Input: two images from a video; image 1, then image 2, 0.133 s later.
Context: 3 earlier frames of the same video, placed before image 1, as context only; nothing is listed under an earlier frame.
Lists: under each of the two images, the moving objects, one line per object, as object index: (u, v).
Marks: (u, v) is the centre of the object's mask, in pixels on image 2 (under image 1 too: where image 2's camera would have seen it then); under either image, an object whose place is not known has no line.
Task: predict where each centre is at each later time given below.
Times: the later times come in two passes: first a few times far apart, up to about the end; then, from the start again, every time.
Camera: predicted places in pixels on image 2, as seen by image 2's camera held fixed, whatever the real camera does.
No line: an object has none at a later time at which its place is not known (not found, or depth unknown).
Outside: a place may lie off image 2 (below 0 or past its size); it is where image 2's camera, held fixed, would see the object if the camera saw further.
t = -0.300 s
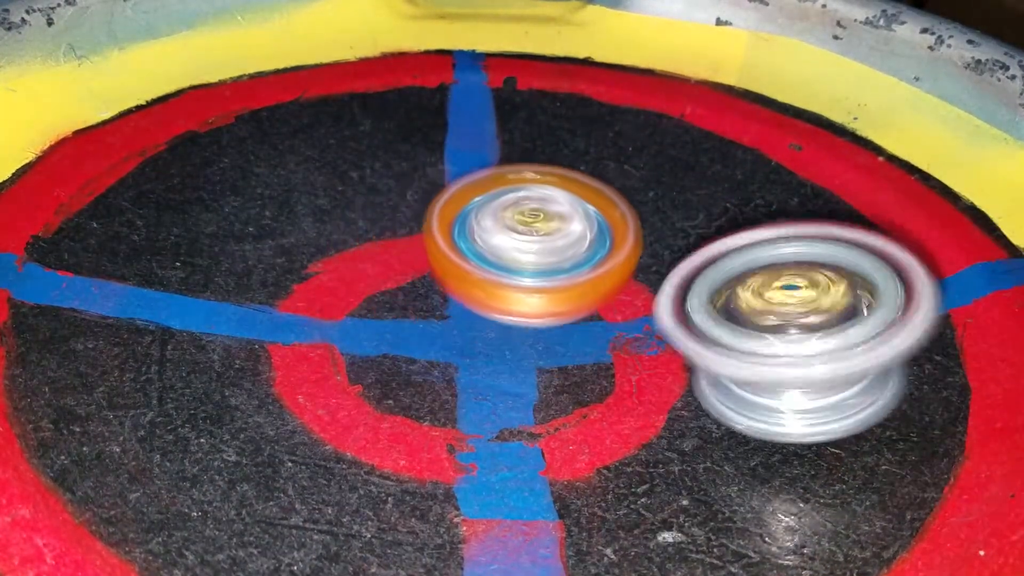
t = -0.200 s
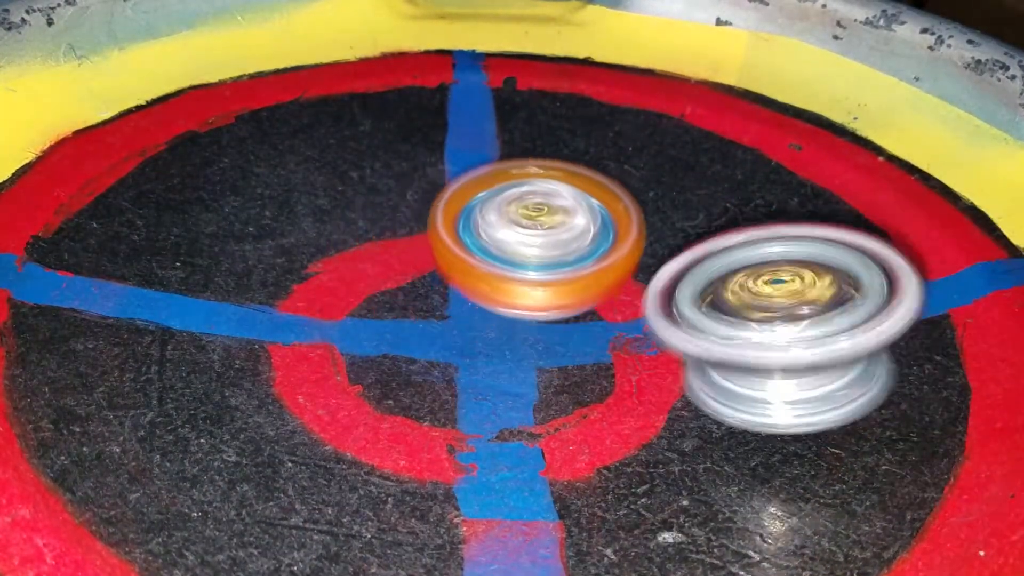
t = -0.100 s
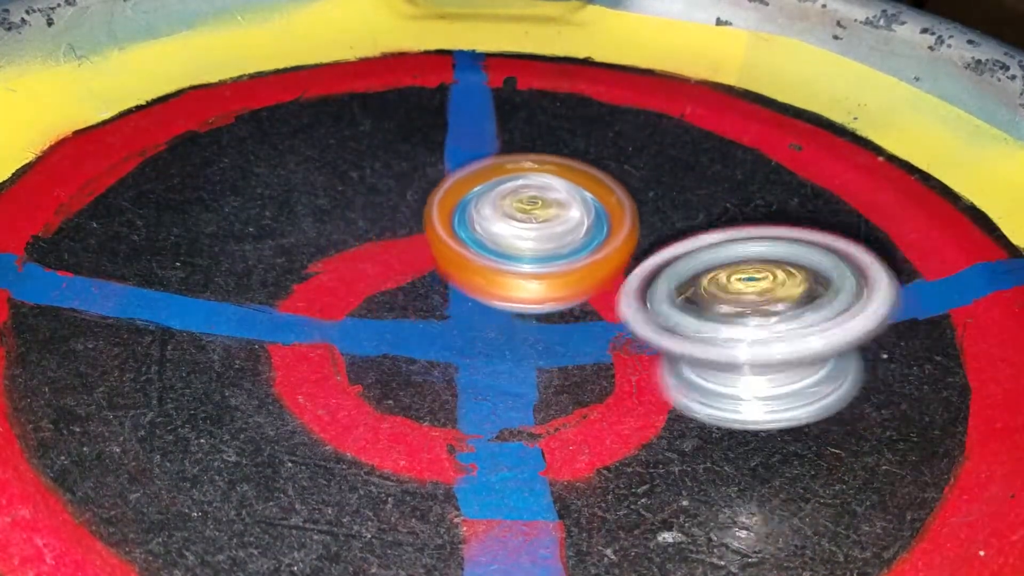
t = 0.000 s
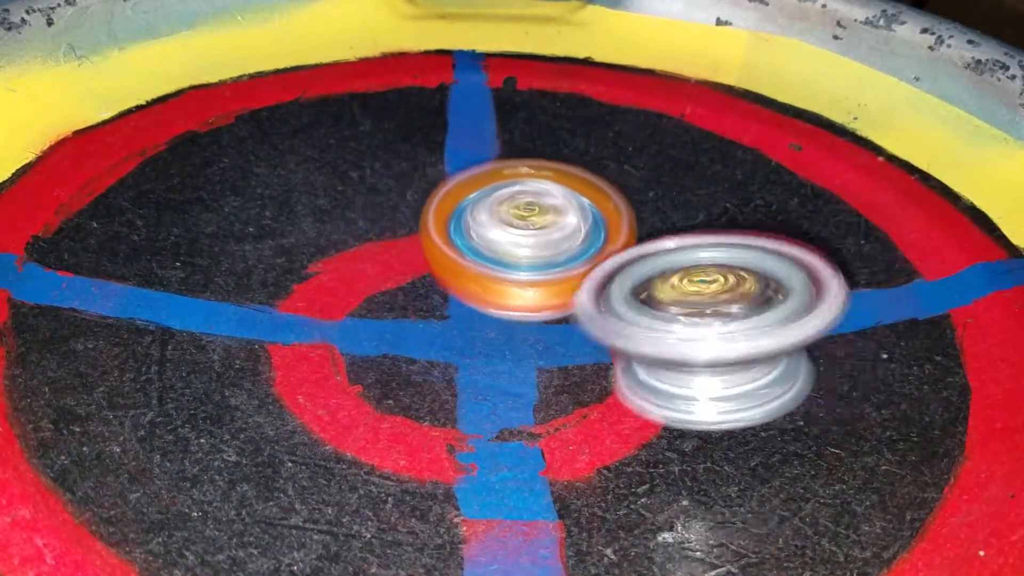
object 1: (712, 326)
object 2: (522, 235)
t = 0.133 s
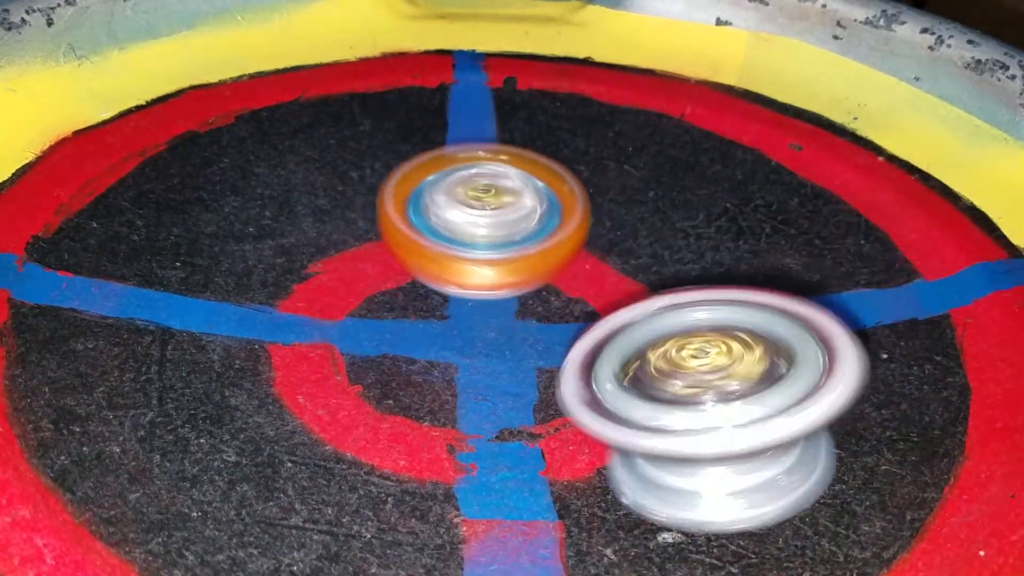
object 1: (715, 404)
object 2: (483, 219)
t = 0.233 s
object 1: (699, 426)
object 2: (473, 232)
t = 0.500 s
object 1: (681, 421)
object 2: (513, 279)
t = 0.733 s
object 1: (525, 420)
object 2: (588, 272)
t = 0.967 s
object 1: (423, 370)
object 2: (622, 272)
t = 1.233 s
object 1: (394, 336)
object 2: (624, 281)
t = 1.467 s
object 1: (377, 275)
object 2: (673, 281)
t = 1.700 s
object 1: (395, 223)
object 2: (646, 261)
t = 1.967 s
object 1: (440, 187)
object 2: (644, 262)
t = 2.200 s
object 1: (489, 153)
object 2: (646, 270)
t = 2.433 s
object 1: (522, 105)
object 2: (640, 281)
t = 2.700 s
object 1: (542, 95)
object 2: (556, 280)
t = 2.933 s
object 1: (616, 162)
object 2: (478, 305)
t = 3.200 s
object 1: (713, 245)
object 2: (452, 323)
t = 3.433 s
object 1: (733, 311)
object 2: (437, 331)
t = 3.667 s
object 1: (695, 381)
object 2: (423, 323)
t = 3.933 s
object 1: (615, 409)
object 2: (413, 292)
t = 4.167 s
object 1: (525, 405)
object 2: (433, 252)
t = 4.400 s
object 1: (444, 418)
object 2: (465, 231)
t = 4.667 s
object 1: (407, 346)
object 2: (494, 202)
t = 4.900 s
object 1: (389, 277)
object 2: (545, 191)
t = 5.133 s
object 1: (396, 239)
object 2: (602, 193)
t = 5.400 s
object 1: (400, 213)
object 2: (656, 190)
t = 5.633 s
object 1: (499, 244)
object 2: (684, 196)
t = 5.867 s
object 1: (495, 285)
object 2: (678, 230)
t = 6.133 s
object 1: (387, 293)
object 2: (646, 281)
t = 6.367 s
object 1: (359, 268)
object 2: (594, 323)
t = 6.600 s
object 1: (288, 180)
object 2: (525, 361)
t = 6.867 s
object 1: (407, 152)
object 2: (410, 377)
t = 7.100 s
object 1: (606, 168)
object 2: (354, 363)
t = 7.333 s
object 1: (782, 215)
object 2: (318, 328)
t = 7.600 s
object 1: (811, 310)
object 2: (317, 280)
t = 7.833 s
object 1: (616, 389)
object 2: (361, 249)
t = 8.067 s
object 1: (349, 350)
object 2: (423, 218)
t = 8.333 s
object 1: (277, 227)
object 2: (511, 213)
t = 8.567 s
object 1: (377, 162)
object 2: (598, 215)
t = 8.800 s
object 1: (495, 147)
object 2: (707, 222)
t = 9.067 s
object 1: (585, 200)
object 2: (819, 247)
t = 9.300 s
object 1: (576, 269)
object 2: (856, 279)
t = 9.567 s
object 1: (493, 295)
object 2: (817, 338)
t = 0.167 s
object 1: (713, 415)
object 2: (477, 221)
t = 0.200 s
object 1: (705, 423)
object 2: (474, 226)
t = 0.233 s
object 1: (699, 426)
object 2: (473, 232)
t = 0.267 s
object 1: (692, 428)
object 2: (474, 240)
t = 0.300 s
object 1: (693, 429)
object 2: (475, 249)
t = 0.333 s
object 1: (689, 430)
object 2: (479, 258)
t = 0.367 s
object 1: (689, 427)
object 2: (484, 265)
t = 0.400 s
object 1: (694, 424)
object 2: (491, 272)
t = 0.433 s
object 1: (693, 423)
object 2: (499, 276)
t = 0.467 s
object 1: (686, 422)
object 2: (506, 278)
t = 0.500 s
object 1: (681, 421)
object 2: (513, 279)
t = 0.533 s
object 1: (668, 421)
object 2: (519, 277)
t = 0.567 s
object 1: (646, 420)
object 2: (528, 273)
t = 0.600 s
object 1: (622, 420)
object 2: (539, 269)
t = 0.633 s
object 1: (595, 424)
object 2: (552, 267)
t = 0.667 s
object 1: (568, 424)
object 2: (564, 267)
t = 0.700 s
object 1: (545, 423)
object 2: (572, 268)
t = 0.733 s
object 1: (525, 420)
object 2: (588, 272)
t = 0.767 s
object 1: (509, 414)
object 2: (605, 274)
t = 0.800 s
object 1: (486, 409)
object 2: (614, 275)
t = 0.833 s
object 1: (463, 400)
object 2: (622, 276)
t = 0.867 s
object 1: (448, 392)
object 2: (628, 276)
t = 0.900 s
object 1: (438, 384)
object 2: (628, 275)
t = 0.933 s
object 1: (430, 376)
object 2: (624, 272)
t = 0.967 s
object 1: (423, 370)
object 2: (622, 272)
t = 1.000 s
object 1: (415, 366)
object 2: (619, 272)
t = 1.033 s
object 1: (412, 364)
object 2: (613, 275)
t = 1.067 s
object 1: (406, 363)
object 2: (611, 276)
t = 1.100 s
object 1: (401, 358)
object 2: (611, 275)
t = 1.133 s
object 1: (396, 355)
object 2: (614, 274)
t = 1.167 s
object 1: (391, 350)
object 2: (620, 274)
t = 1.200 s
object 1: (389, 343)
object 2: (623, 276)
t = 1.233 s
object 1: (394, 336)
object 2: (624, 281)
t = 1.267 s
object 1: (395, 325)
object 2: (626, 286)
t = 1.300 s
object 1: (383, 316)
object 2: (640, 291)
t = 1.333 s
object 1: (378, 306)
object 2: (654, 291)
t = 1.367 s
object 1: (372, 295)
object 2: (663, 290)
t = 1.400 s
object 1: (369, 286)
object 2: (668, 288)
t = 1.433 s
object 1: (373, 281)
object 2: (672, 285)
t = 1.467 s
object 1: (377, 275)
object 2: (673, 281)
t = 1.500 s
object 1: (382, 271)
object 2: (671, 275)
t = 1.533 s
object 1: (386, 266)
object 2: (667, 271)
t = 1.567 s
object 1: (385, 258)
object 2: (661, 266)
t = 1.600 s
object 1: (386, 247)
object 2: (656, 264)
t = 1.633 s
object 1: (389, 238)
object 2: (653, 263)
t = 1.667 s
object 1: (392, 230)
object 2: (650, 262)
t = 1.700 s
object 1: (395, 223)
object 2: (646, 261)
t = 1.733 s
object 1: (400, 220)
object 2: (642, 260)
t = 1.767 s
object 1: (404, 219)
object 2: (638, 259)
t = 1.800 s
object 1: (407, 215)
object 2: (638, 259)
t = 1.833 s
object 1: (408, 209)
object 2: (643, 260)
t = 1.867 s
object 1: (411, 202)
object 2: (645, 260)
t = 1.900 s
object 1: (417, 195)
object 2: (645, 260)
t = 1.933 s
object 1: (427, 190)
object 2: (644, 260)
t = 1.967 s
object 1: (440, 187)
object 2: (644, 262)
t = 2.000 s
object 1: (447, 180)
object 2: (646, 264)
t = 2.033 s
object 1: (453, 171)
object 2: (646, 266)
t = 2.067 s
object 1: (460, 165)
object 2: (642, 266)
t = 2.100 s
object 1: (467, 160)
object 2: (642, 268)
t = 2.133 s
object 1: (476, 158)
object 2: (640, 268)
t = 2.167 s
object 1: (484, 156)
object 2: (645, 268)
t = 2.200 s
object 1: (489, 153)
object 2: (646, 270)
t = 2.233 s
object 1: (496, 151)
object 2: (644, 269)
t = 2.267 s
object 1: (503, 150)
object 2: (640, 268)
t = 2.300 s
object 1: (512, 144)
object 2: (638, 265)
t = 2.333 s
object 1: (516, 132)
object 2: (637, 267)
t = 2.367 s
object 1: (517, 121)
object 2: (644, 271)
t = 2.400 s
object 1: (519, 113)
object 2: (645, 277)
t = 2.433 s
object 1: (522, 105)
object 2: (640, 281)
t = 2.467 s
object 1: (524, 99)
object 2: (630, 283)
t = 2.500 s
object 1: (527, 94)
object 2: (626, 284)
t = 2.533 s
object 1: (531, 90)
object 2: (621, 282)
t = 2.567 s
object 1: (534, 87)
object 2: (610, 279)
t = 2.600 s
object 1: (539, 86)
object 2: (598, 278)
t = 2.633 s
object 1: (540, 87)
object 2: (584, 278)
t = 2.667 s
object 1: (539, 91)
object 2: (568, 279)
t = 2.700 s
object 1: (542, 95)
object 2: (556, 280)
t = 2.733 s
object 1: (548, 99)
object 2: (543, 281)
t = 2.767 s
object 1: (555, 108)
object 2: (528, 283)
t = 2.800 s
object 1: (566, 117)
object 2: (514, 287)
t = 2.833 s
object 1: (577, 127)
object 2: (503, 291)
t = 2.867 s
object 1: (590, 138)
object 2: (495, 296)
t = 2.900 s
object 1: (603, 150)
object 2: (485, 301)
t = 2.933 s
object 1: (616, 162)
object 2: (478, 305)
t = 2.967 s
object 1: (630, 174)
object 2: (471, 308)
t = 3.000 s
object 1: (644, 184)
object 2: (460, 312)
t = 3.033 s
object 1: (659, 196)
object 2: (454, 313)
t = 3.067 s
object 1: (672, 206)
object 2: (452, 316)
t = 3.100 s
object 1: (683, 216)
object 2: (452, 319)
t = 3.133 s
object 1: (693, 228)
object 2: (454, 321)
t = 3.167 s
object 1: (703, 237)
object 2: (453, 322)
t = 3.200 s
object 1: (713, 245)
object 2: (452, 323)
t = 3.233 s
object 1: (724, 253)
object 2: (452, 324)
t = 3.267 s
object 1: (730, 261)
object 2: (451, 326)
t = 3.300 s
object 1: (734, 270)
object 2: (449, 327)
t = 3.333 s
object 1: (737, 279)
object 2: (447, 328)
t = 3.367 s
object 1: (738, 290)
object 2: (443, 329)
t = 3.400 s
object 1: (736, 301)
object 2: (440, 329)
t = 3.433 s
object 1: (733, 311)
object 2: (437, 331)
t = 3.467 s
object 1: (730, 321)
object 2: (433, 331)
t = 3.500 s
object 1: (727, 331)
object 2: (432, 331)
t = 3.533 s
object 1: (720, 342)
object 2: (433, 331)
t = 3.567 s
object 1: (709, 351)
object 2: (433, 330)
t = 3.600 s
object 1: (705, 362)
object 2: (429, 328)
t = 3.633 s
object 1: (703, 372)
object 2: (425, 325)
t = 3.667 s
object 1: (695, 381)
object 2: (423, 323)
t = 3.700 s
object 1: (686, 386)
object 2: (421, 323)
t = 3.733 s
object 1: (679, 390)
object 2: (423, 320)
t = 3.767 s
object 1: (670, 393)
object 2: (423, 316)
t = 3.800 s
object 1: (662, 398)
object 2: (421, 312)
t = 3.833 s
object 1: (651, 403)
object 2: (420, 310)
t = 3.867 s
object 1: (641, 407)
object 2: (421, 304)
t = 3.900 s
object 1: (629, 410)
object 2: (417, 299)
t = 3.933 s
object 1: (615, 409)
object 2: (413, 292)
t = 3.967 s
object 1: (601, 408)
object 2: (413, 285)
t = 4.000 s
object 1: (587, 406)
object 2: (413, 280)
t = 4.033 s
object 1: (572, 403)
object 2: (414, 275)
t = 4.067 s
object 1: (558, 399)
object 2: (417, 270)
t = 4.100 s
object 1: (546, 396)
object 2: (422, 264)
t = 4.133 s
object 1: (534, 393)
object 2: (425, 257)
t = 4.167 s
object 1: (525, 405)
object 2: (433, 252)
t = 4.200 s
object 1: (510, 416)
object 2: (440, 248)
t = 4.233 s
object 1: (498, 425)
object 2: (446, 245)
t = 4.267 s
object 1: (487, 430)
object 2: (454, 244)
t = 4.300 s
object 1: (476, 428)
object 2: (458, 242)
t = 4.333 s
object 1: (467, 426)
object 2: (461, 239)
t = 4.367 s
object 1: (455, 422)
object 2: (463, 235)
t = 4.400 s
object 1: (444, 418)
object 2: (465, 231)
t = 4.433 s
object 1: (435, 413)
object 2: (465, 226)
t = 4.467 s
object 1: (426, 406)
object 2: (467, 222)
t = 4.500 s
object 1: (420, 398)
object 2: (470, 218)
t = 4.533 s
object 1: (414, 389)
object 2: (474, 214)
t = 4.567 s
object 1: (414, 379)
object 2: (478, 209)
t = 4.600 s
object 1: (410, 368)
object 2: (482, 207)
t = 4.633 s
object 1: (406, 358)
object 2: (489, 205)
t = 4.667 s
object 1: (407, 346)
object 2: (494, 202)
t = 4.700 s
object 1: (408, 333)
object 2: (501, 199)
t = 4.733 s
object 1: (410, 319)
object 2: (507, 196)
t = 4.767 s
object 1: (412, 306)
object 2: (514, 193)
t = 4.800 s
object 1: (412, 294)
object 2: (522, 190)
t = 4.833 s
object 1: (402, 288)
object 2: (531, 190)
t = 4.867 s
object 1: (394, 282)
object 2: (538, 190)
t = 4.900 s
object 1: (389, 277)
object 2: (545, 191)
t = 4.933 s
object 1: (393, 274)
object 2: (553, 191)
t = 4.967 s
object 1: (398, 269)
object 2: (562, 192)
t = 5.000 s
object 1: (401, 264)
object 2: (570, 192)
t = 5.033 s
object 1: (403, 258)
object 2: (578, 193)
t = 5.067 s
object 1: (403, 251)
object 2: (587, 194)
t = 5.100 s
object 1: (398, 244)
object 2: (595, 194)
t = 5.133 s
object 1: (396, 239)
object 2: (602, 193)
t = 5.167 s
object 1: (397, 233)
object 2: (609, 193)
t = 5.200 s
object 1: (399, 228)
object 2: (616, 192)
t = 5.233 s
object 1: (400, 223)
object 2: (625, 190)
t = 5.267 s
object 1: (400, 218)
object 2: (633, 189)
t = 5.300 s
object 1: (401, 214)
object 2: (639, 189)
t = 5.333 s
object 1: (400, 211)
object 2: (645, 189)
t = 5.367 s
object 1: (400, 211)
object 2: (652, 189)
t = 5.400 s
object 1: (400, 213)
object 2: (656, 190)
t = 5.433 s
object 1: (405, 216)
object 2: (662, 190)
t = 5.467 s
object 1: (414, 222)
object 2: (666, 190)
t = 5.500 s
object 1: (428, 226)
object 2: (671, 191)
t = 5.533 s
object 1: (446, 231)
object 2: (673, 193)
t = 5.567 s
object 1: (466, 236)
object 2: (676, 194)
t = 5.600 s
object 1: (485, 242)
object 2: (680, 195)
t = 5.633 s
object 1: (499, 244)
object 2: (684, 196)
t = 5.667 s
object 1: (499, 249)
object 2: (690, 199)
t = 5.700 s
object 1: (493, 258)
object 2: (691, 203)
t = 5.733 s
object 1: (490, 263)
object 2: (691, 207)
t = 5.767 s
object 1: (488, 269)
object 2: (687, 212)
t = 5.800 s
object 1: (488, 275)
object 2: (683, 217)
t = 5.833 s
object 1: (493, 279)
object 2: (680, 224)
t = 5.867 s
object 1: (495, 285)
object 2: (678, 230)
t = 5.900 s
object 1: (494, 289)
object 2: (677, 237)
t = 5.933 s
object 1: (489, 292)
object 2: (677, 246)
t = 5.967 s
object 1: (475, 290)
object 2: (674, 256)
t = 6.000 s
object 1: (442, 294)
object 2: (672, 263)
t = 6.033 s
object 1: (420, 294)
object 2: (671, 268)
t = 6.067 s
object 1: (402, 295)
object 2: (665, 272)
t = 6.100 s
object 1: (392, 294)
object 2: (655, 276)
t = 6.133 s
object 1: (387, 293)
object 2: (646, 281)
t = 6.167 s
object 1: (385, 291)
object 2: (635, 288)
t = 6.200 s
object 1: (383, 290)
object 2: (632, 294)
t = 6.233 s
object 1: (377, 287)
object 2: (628, 299)
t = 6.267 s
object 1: (370, 284)
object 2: (620, 303)
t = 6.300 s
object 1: (364, 279)
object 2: (611, 308)
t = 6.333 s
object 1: (362, 273)
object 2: (601, 315)
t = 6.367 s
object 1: (359, 268)
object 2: (594, 323)
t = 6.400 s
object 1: (349, 256)
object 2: (592, 333)
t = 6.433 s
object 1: (332, 238)
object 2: (590, 341)
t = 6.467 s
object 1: (313, 223)
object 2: (582, 348)
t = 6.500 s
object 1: (294, 204)
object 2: (571, 353)
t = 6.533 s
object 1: (285, 192)
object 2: (556, 358)
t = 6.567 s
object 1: (285, 185)
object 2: (541, 358)
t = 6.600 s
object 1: (288, 180)
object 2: (525, 361)
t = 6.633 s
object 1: (295, 175)
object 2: (503, 364)
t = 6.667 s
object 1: (306, 168)
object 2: (485, 367)
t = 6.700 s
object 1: (317, 159)
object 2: (474, 368)
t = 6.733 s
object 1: (333, 156)
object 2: (461, 371)
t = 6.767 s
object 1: (349, 156)
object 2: (448, 373)
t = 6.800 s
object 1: (366, 156)
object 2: (436, 375)
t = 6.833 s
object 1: (387, 152)
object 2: (424, 377)
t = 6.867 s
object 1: (407, 152)
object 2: (410, 377)
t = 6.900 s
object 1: (429, 154)
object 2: (402, 377)
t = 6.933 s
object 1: (456, 154)
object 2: (397, 377)
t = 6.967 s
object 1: (484, 156)
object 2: (387, 376)
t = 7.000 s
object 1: (509, 156)
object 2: (379, 374)
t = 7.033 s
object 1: (539, 162)
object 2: (371, 371)
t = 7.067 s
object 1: (574, 166)
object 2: (362, 368)
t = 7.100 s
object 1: (606, 168)
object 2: (354, 363)
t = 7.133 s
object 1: (637, 171)
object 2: (347, 358)
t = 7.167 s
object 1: (668, 176)
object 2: (340, 353)
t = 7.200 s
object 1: (696, 181)
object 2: (332, 348)
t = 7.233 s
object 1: (717, 186)
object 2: (330, 344)
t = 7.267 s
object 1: (740, 195)
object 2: (327, 339)
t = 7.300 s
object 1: (760, 205)
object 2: (323, 334)
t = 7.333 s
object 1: (782, 215)
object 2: (318, 328)
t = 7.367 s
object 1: (809, 225)
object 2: (315, 322)
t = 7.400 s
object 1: (822, 236)
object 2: (311, 318)
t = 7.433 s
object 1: (830, 247)
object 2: (307, 313)
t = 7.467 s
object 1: (837, 258)
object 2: (307, 306)
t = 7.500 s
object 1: (837, 267)
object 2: (308, 300)
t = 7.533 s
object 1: (831, 282)
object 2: (310, 293)
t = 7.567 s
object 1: (823, 296)
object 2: (312, 287)
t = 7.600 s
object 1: (811, 310)
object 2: (317, 280)
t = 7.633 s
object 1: (796, 326)
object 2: (323, 274)
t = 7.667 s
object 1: (777, 342)
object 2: (330, 269)
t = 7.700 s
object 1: (751, 357)
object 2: (334, 264)
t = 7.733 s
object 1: (720, 369)
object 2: (341, 259)
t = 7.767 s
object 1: (688, 377)
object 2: (346, 255)
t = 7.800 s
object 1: (652, 384)
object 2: (353, 253)
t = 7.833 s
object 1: (616, 389)
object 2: (361, 249)
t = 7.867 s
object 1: (574, 391)
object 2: (372, 245)
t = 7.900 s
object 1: (532, 393)
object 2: (381, 240)
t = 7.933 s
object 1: (486, 391)
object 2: (388, 234)
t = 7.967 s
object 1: (450, 384)
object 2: (395, 226)
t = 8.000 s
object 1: (416, 377)
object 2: (405, 222)
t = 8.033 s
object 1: (380, 363)
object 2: (414, 218)
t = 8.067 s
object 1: (349, 350)
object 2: (423, 218)
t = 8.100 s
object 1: (328, 338)
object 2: (433, 218)
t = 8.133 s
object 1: (305, 321)
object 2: (446, 217)
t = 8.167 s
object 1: (286, 302)
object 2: (458, 218)
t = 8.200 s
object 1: (277, 290)
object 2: (466, 219)
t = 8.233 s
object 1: (268, 273)
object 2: (477, 216)
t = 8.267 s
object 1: (269, 256)
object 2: (487, 215)
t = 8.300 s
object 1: (273, 245)
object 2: (499, 214)
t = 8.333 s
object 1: (277, 227)
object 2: (511, 213)
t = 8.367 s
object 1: (289, 214)
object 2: (520, 211)
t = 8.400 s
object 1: (302, 205)
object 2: (530, 210)
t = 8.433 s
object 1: (316, 190)
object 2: (538, 211)
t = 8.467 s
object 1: (328, 180)
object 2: (556, 214)
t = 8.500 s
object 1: (339, 171)
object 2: (570, 215)
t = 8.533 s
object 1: (356, 165)
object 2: (586, 215)
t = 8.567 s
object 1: (377, 162)
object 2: (598, 215)
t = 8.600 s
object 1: (398, 156)
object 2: (613, 215)
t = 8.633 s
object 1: (420, 151)
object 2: (626, 214)
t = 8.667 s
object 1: (442, 148)
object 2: (646, 215)
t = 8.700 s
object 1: (451, 141)
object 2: (668, 217)
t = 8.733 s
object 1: (467, 142)
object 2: (683, 219)
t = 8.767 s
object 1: (481, 143)
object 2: (696, 221)
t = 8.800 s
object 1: (495, 147)
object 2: (707, 222)
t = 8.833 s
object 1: (514, 155)
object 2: (720, 223)
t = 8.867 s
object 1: (535, 161)
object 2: (732, 225)
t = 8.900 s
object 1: (545, 164)
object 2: (752, 230)
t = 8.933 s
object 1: (556, 168)
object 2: (767, 234)
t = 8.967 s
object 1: (566, 176)
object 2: (779, 237)
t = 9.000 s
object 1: (575, 184)
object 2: (793, 240)
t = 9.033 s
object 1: (580, 191)
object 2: (807, 244)
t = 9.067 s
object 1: (585, 200)
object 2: (819, 247)
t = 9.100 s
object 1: (589, 208)
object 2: (830, 251)
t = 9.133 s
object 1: (590, 217)
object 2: (838, 255)
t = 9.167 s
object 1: (590, 226)
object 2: (846, 258)
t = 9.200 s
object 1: (588, 234)
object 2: (851, 263)
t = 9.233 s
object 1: (588, 247)
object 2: (855, 267)
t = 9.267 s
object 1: (586, 258)
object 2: (857, 273)
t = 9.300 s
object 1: (576, 269)
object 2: (856, 279)
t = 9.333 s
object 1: (569, 277)
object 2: (856, 285)
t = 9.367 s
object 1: (559, 283)
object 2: (856, 292)
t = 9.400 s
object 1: (549, 287)
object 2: (854, 300)
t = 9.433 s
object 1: (538, 290)
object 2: (849, 308)
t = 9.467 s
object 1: (528, 294)
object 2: (843, 316)
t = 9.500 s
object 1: (517, 296)
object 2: (835, 324)
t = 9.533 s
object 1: (506, 295)
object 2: (827, 331)
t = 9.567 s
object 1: (493, 295)
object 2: (817, 338)
